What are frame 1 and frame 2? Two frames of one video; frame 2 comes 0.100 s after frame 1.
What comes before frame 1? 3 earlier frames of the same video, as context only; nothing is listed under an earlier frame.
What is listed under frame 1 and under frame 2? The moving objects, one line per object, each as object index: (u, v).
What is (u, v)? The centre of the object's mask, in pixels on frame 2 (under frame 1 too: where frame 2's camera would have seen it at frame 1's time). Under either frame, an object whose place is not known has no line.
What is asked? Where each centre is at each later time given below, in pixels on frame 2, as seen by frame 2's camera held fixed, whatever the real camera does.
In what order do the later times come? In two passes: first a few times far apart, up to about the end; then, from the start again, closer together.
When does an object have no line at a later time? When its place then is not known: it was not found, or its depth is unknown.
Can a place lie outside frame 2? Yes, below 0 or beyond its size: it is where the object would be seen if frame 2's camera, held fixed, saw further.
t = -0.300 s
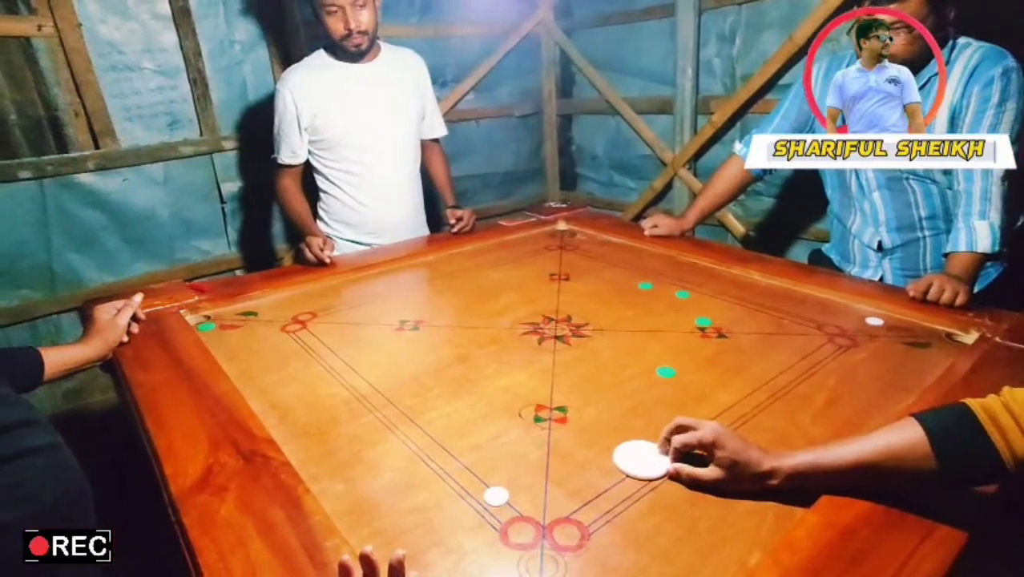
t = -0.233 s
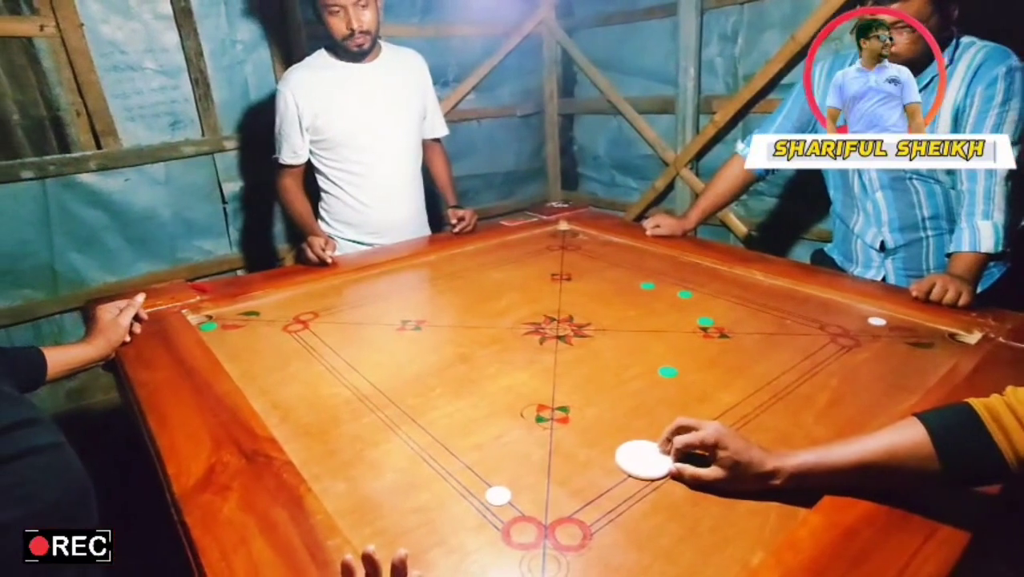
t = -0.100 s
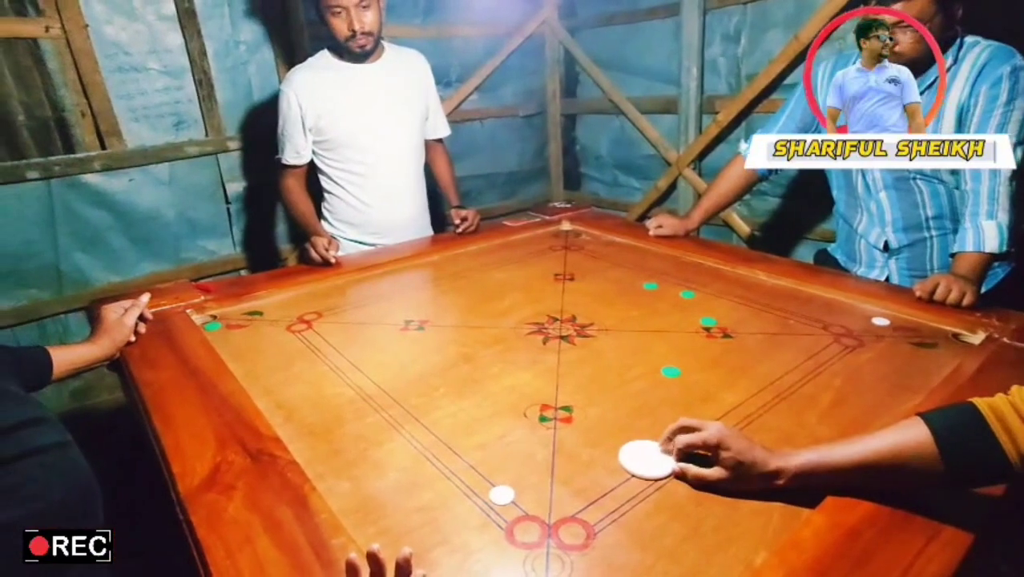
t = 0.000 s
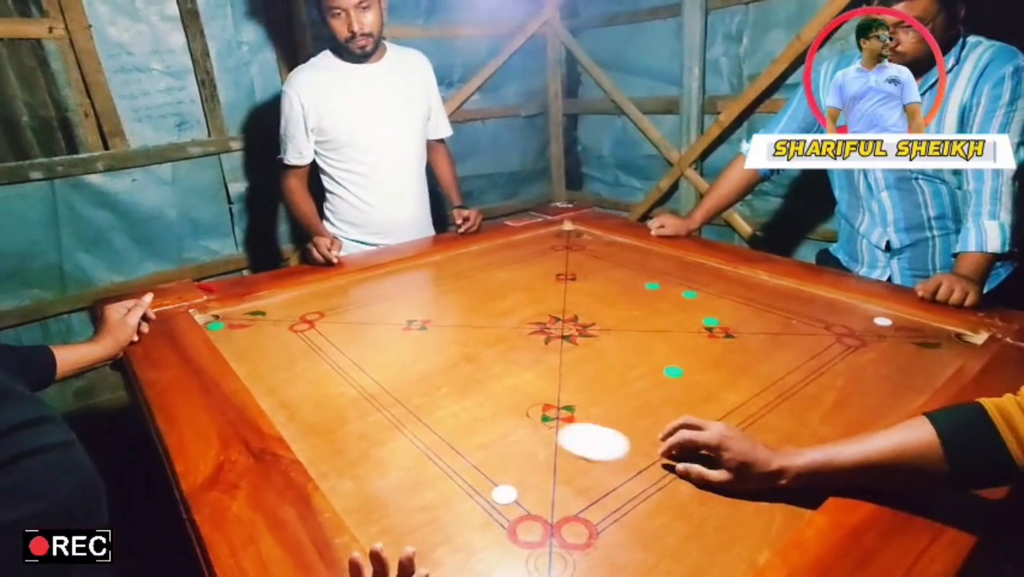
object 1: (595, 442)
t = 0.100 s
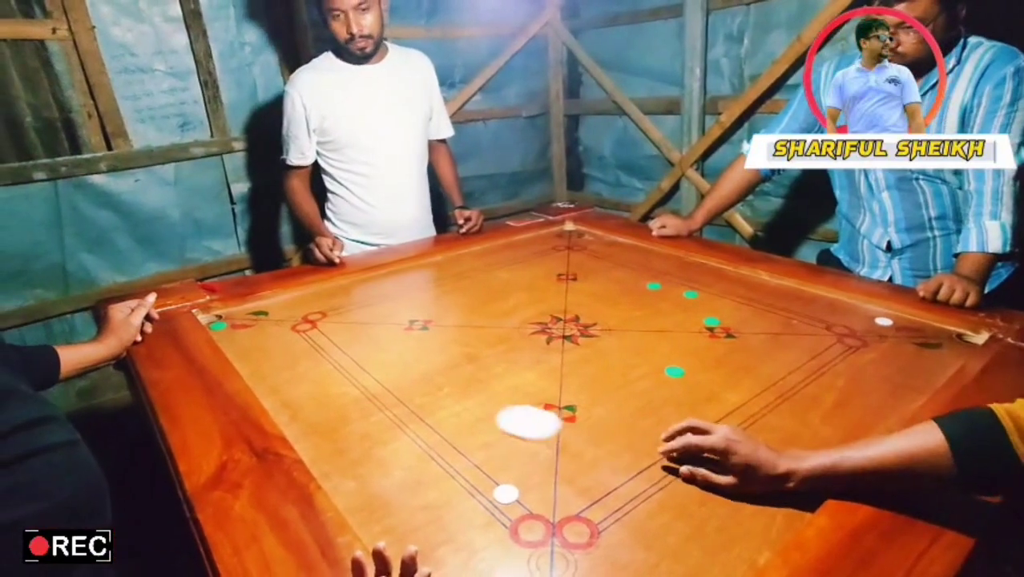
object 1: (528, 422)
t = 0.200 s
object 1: (471, 405)
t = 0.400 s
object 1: (376, 375)
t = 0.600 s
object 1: (303, 352)
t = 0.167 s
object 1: (489, 411)
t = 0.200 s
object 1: (471, 405)
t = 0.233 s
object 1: (453, 400)
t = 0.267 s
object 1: (436, 395)
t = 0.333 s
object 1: (405, 384)
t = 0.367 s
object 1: (390, 380)
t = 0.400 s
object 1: (376, 375)
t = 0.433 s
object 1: (363, 372)
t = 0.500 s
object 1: (337, 363)
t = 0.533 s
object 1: (325, 359)
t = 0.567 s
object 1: (314, 356)
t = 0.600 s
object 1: (303, 352)
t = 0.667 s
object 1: (282, 345)
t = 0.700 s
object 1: (272, 342)
